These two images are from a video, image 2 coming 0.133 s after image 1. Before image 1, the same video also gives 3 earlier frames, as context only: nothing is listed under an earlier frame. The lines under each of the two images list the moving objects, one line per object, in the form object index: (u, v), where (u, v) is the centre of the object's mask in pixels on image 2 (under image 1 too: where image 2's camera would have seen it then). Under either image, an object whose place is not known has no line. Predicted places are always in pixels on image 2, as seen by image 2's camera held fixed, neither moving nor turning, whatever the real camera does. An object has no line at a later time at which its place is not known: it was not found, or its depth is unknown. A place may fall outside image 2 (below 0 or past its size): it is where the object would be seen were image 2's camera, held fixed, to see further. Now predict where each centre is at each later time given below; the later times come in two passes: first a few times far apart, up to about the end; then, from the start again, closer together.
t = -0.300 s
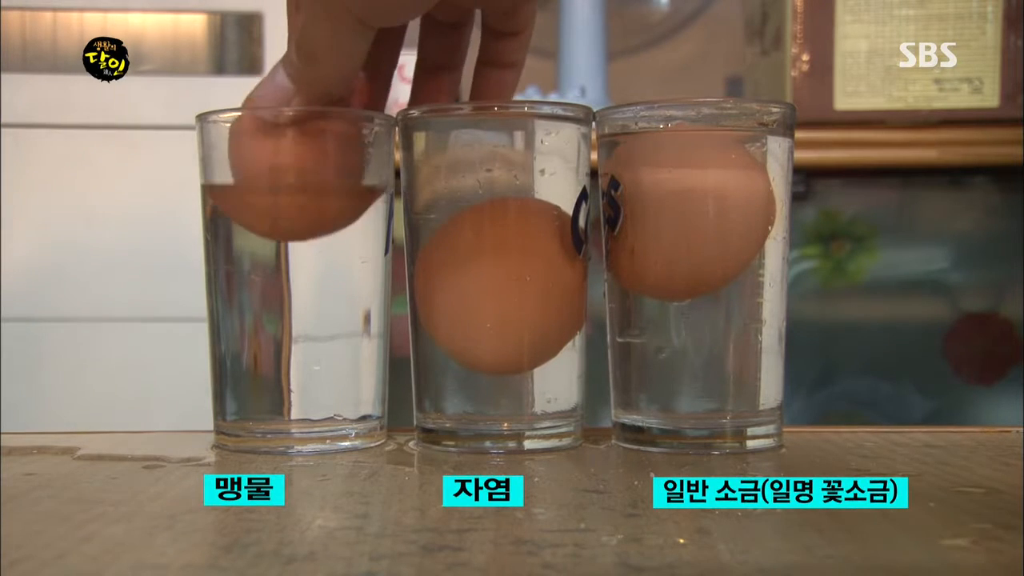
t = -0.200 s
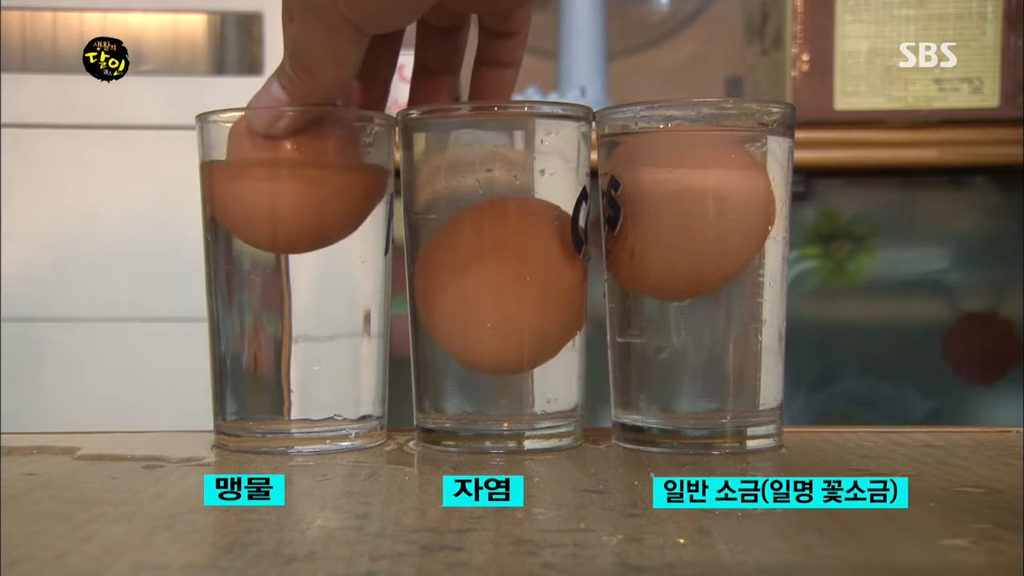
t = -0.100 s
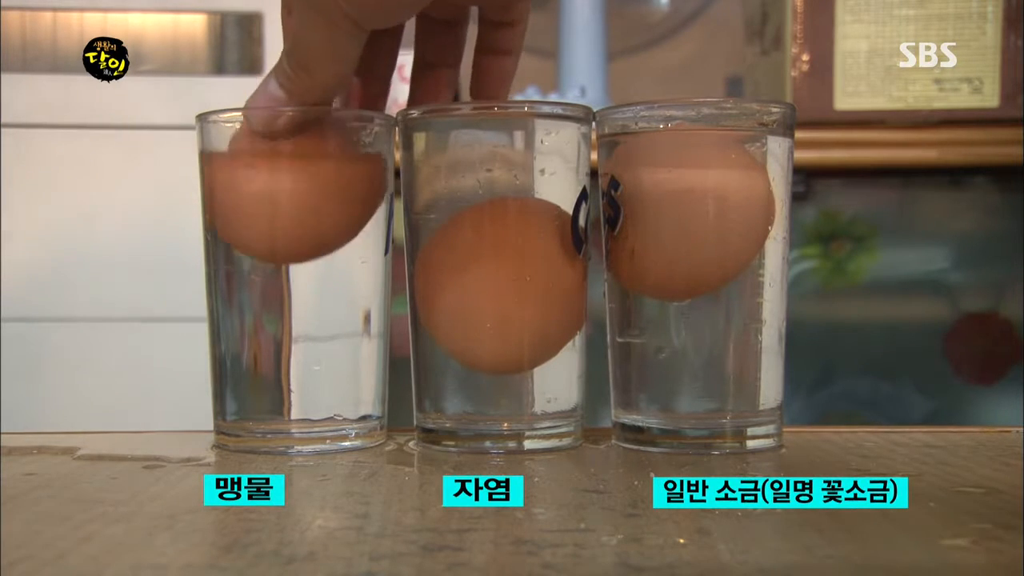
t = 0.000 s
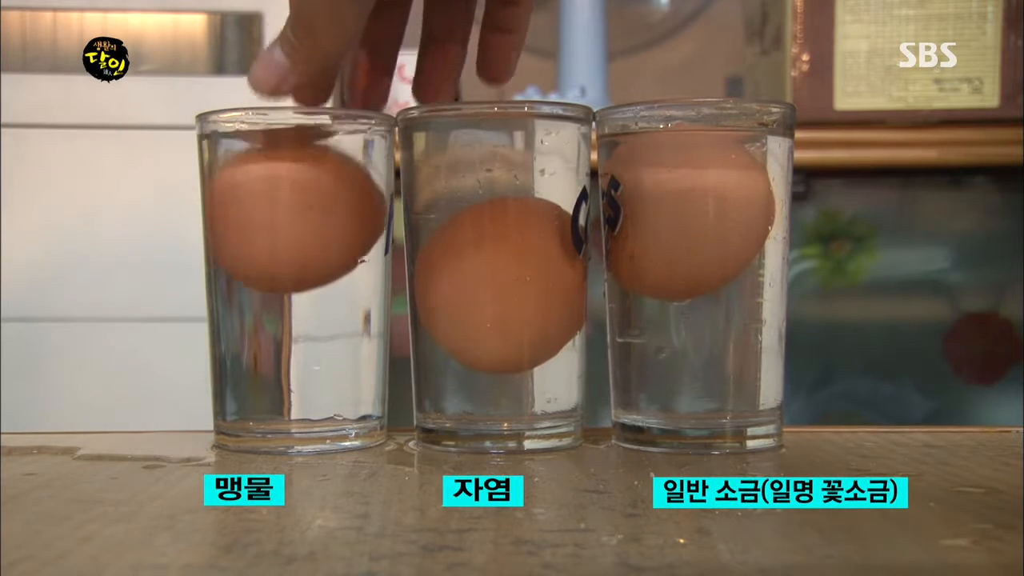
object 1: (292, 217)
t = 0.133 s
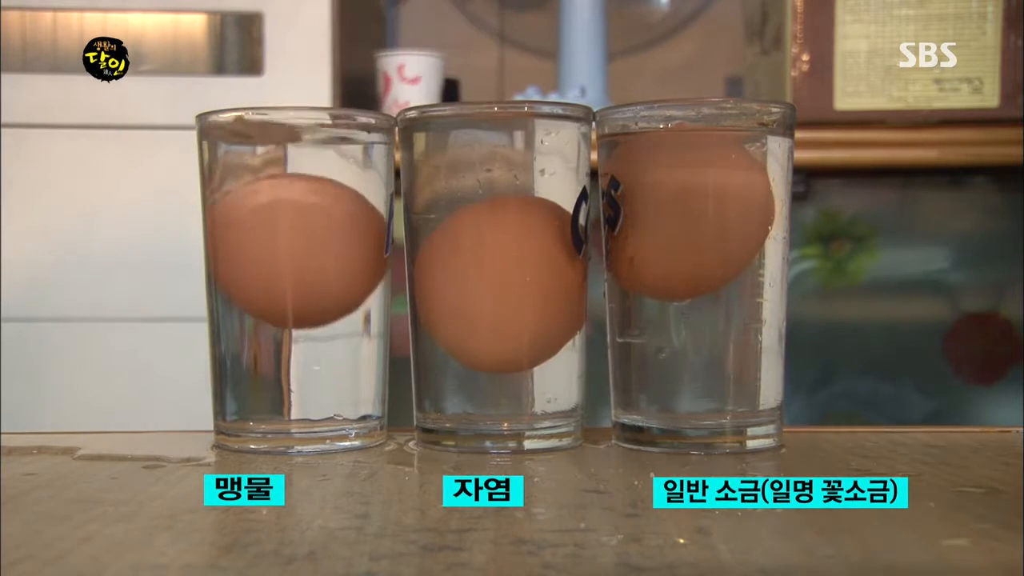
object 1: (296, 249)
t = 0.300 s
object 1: (307, 279)
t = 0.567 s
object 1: (293, 322)
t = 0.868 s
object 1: (305, 351)
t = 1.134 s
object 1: (304, 352)
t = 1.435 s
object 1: (301, 353)
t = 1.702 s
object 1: (299, 353)
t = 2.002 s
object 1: (297, 353)
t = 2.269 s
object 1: (295, 352)
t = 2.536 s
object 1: (294, 352)
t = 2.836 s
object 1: (294, 352)
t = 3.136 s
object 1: (294, 352)
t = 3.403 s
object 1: (294, 352)
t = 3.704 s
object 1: (294, 352)
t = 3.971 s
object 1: (294, 352)
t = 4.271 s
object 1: (294, 352)
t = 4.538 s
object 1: (293, 352)
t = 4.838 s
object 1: (293, 352)
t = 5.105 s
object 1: (293, 352)
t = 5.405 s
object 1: (293, 352)
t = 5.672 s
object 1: (293, 352)
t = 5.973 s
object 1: (293, 352)
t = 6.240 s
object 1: (293, 352)
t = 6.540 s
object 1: (293, 352)
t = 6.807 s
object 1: (293, 352)
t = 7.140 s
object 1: (293, 352)
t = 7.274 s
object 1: (293, 352)
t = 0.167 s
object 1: (299, 256)
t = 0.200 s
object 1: (303, 263)
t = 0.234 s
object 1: (307, 269)
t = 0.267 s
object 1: (309, 274)
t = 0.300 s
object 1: (307, 279)
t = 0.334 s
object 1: (306, 284)
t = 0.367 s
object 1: (304, 289)
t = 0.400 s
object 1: (302, 295)
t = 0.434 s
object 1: (301, 299)
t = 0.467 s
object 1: (299, 305)
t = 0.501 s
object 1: (297, 311)
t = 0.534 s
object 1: (295, 317)
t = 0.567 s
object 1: (293, 322)
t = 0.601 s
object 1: (292, 326)
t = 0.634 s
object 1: (294, 330)
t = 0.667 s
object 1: (296, 333)
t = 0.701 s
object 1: (297, 337)
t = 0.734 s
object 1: (299, 340)
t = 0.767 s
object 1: (301, 343)
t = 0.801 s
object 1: (302, 346)
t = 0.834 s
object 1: (304, 349)
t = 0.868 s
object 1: (305, 351)
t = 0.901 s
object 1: (304, 352)
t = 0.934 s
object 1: (304, 352)
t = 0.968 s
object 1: (304, 352)
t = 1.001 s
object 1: (304, 352)
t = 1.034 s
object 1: (304, 352)
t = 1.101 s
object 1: (304, 352)
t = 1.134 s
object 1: (304, 352)
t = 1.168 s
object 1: (303, 353)
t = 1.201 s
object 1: (303, 352)
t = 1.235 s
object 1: (302, 353)
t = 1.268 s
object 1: (302, 353)
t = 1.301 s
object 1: (302, 353)
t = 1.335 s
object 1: (302, 353)
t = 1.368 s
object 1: (301, 353)
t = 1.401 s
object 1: (301, 353)
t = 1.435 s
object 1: (301, 353)
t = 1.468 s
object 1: (301, 353)
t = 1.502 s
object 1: (301, 353)
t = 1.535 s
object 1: (300, 353)
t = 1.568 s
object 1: (300, 353)
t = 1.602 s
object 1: (300, 353)
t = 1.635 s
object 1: (300, 353)
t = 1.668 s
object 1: (299, 353)
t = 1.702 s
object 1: (299, 353)
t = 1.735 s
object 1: (299, 353)
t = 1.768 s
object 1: (299, 353)
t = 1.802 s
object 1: (298, 353)
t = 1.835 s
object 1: (298, 353)
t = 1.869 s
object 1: (298, 353)
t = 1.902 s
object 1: (298, 353)
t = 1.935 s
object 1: (298, 353)
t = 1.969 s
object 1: (297, 353)
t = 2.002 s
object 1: (297, 353)
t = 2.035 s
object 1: (297, 353)
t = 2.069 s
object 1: (297, 353)
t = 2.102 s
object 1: (296, 353)
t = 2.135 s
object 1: (296, 353)
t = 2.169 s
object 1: (296, 353)
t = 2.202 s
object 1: (295, 352)
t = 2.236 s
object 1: (295, 352)
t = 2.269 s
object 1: (295, 352)
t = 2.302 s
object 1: (295, 352)
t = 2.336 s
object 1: (295, 352)
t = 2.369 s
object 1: (295, 352)
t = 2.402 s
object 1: (294, 352)
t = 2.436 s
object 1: (294, 352)
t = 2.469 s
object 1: (294, 352)
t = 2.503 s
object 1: (294, 352)
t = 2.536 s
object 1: (294, 352)
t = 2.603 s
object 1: (294, 352)
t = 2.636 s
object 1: (294, 352)
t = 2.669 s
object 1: (294, 352)
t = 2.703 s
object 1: (294, 352)
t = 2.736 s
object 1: (294, 352)
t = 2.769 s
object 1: (294, 352)
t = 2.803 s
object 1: (294, 352)
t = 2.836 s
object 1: (294, 352)
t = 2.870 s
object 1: (294, 352)
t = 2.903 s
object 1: (294, 352)
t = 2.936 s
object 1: (294, 352)
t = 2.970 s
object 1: (294, 352)
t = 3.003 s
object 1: (294, 352)
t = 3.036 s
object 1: (294, 352)
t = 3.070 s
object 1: (294, 352)
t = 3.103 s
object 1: (294, 352)
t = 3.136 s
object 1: (294, 352)
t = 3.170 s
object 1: (294, 352)
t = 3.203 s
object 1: (294, 352)
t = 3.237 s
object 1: (294, 352)
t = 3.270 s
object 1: (294, 352)
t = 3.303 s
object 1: (294, 352)
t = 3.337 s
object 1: (294, 352)
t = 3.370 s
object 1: (294, 352)
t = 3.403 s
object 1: (294, 352)
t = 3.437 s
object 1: (294, 352)
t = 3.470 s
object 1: (294, 352)
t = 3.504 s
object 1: (294, 352)
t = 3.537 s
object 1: (294, 352)
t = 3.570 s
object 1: (294, 352)
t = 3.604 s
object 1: (294, 352)
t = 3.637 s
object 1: (294, 352)
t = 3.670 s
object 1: (294, 352)
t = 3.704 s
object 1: (294, 352)
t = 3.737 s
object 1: (294, 352)
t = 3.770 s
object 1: (294, 352)
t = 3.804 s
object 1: (294, 352)
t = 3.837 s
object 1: (294, 352)
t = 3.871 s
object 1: (294, 352)
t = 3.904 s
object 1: (294, 352)
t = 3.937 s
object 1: (294, 352)
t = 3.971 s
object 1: (294, 352)
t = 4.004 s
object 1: (294, 352)
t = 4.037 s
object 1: (294, 352)
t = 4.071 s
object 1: (294, 352)
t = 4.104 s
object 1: (294, 352)
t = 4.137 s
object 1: (294, 352)
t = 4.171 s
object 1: (294, 352)
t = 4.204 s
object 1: (294, 352)
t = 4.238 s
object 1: (294, 352)
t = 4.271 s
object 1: (294, 352)
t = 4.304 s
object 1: (294, 352)
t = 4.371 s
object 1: (294, 352)
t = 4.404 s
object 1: (293, 352)
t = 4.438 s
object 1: (293, 352)
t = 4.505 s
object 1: (293, 352)
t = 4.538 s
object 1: (293, 352)
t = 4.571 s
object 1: (293, 352)
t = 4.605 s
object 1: (293, 352)
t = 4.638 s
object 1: (293, 352)
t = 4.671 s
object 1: (293, 352)
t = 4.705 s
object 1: (293, 352)
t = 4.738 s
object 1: (293, 352)
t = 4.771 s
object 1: (293, 352)
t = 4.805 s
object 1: (293, 352)
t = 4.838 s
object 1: (293, 352)
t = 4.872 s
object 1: (293, 352)
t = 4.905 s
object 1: (293, 352)
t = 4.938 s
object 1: (293, 352)
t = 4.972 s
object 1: (293, 352)
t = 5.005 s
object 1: (293, 352)
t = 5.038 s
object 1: (293, 352)
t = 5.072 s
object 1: (293, 352)
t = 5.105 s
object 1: (293, 352)
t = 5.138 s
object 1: (293, 352)
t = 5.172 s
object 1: (293, 352)
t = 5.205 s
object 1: (293, 352)
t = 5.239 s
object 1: (293, 352)
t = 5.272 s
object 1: (293, 352)
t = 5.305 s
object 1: (293, 352)
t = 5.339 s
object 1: (293, 352)
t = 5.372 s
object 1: (293, 352)
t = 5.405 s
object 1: (293, 352)
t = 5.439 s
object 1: (293, 352)
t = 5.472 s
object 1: (293, 352)
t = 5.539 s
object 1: (293, 352)
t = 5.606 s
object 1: (293, 352)
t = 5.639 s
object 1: (293, 352)
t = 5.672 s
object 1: (293, 352)
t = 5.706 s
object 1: (293, 352)
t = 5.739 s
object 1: (293, 352)
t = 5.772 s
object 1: (293, 352)
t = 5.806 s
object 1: (293, 352)
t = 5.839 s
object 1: (293, 352)
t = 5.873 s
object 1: (293, 352)
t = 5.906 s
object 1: (293, 352)
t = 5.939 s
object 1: (293, 352)
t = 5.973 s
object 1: (293, 352)
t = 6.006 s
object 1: (293, 352)
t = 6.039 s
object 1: (293, 352)
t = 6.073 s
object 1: (293, 352)
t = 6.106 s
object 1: (293, 352)
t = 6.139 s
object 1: (293, 352)
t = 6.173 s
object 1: (293, 352)
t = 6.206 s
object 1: (293, 352)
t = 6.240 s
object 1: (293, 352)
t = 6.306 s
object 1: (293, 352)
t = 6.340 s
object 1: (293, 352)
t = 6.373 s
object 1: (293, 352)
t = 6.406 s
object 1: (293, 352)
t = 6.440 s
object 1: (293, 352)
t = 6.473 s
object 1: (293, 352)
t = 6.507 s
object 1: (293, 352)
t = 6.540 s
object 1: (293, 352)
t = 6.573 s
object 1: (293, 352)
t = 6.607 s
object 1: (293, 352)
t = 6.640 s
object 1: (293, 352)
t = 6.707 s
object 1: (293, 352)
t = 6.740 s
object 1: (293, 352)
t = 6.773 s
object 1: (293, 352)
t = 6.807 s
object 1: (293, 352)
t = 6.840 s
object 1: (293, 352)
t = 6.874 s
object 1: (293, 352)
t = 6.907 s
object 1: (293, 352)
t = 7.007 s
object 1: (293, 352)
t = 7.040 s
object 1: (293, 352)
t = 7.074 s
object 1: (293, 352)
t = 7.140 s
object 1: (293, 352)
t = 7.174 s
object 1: (293, 352)
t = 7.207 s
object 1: (293, 352)
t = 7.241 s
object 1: (293, 352)
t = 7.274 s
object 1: (293, 352)
